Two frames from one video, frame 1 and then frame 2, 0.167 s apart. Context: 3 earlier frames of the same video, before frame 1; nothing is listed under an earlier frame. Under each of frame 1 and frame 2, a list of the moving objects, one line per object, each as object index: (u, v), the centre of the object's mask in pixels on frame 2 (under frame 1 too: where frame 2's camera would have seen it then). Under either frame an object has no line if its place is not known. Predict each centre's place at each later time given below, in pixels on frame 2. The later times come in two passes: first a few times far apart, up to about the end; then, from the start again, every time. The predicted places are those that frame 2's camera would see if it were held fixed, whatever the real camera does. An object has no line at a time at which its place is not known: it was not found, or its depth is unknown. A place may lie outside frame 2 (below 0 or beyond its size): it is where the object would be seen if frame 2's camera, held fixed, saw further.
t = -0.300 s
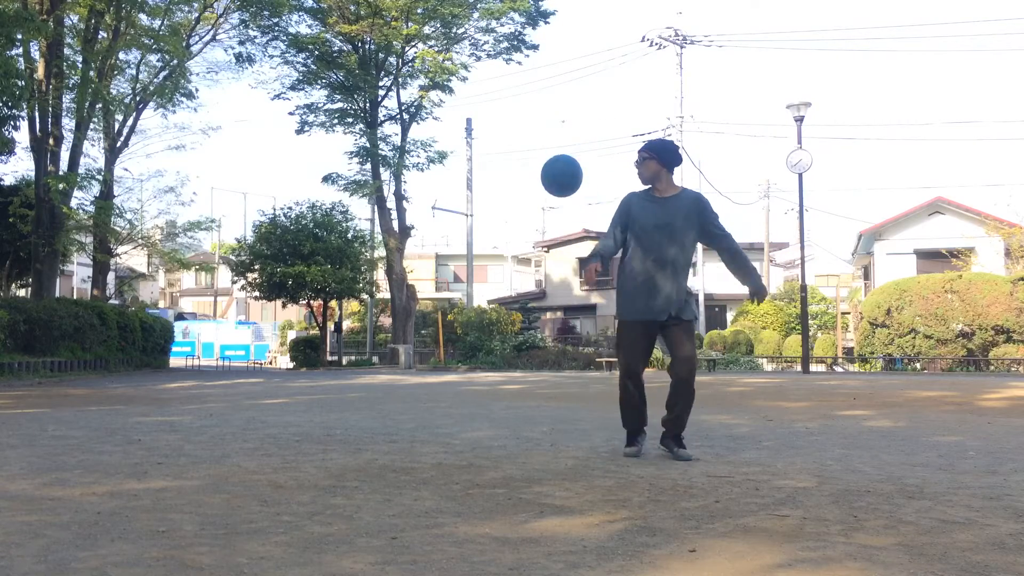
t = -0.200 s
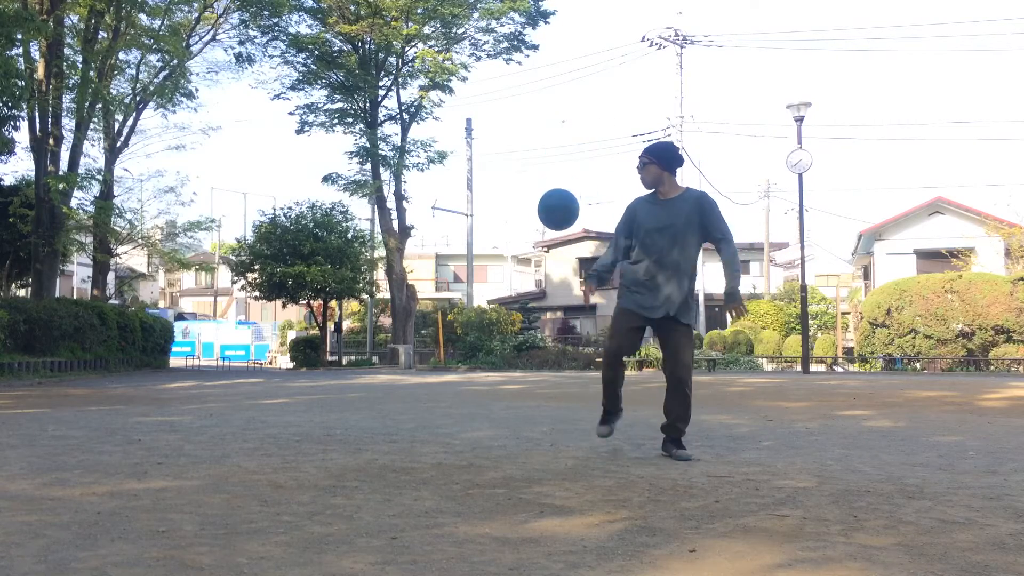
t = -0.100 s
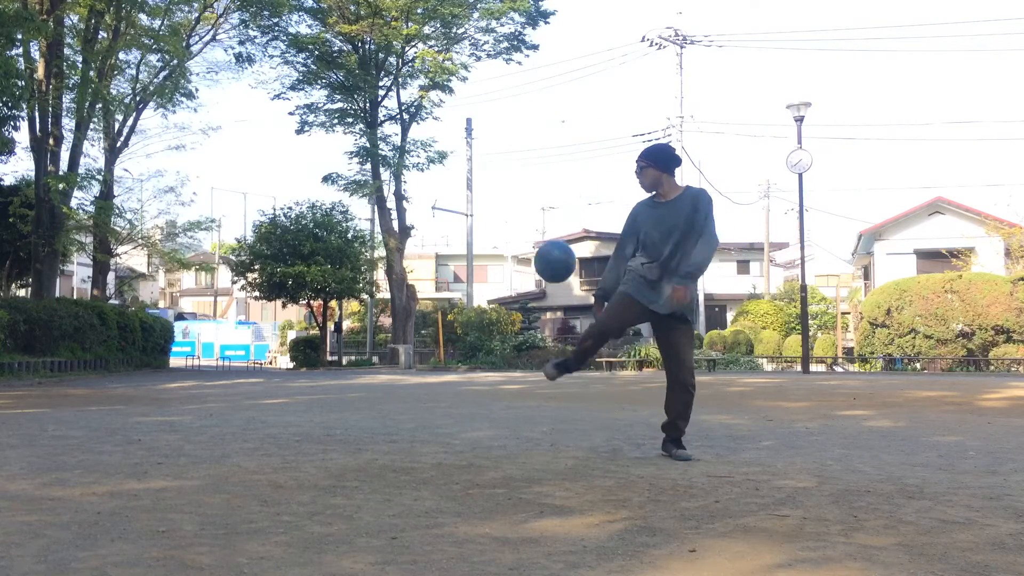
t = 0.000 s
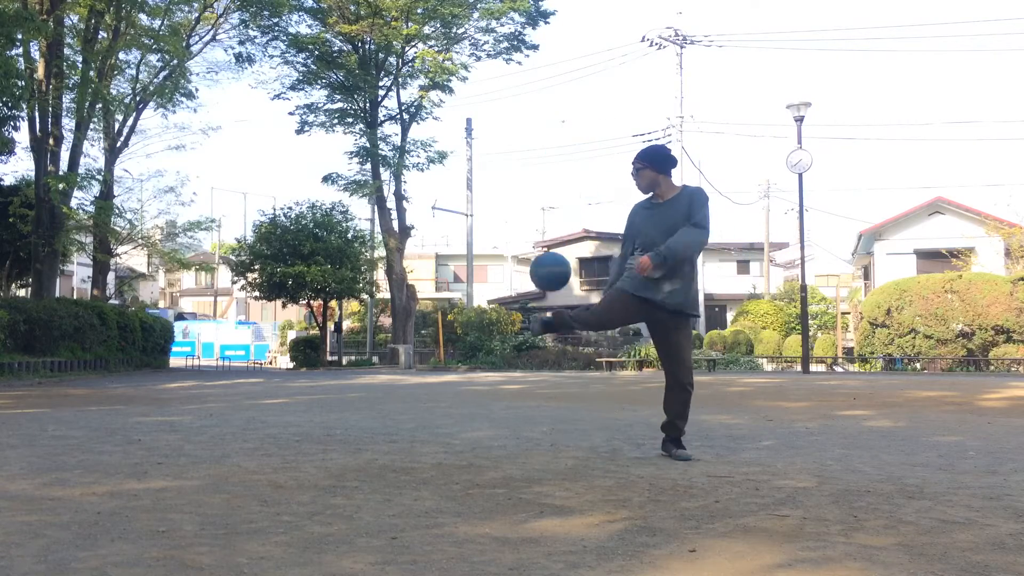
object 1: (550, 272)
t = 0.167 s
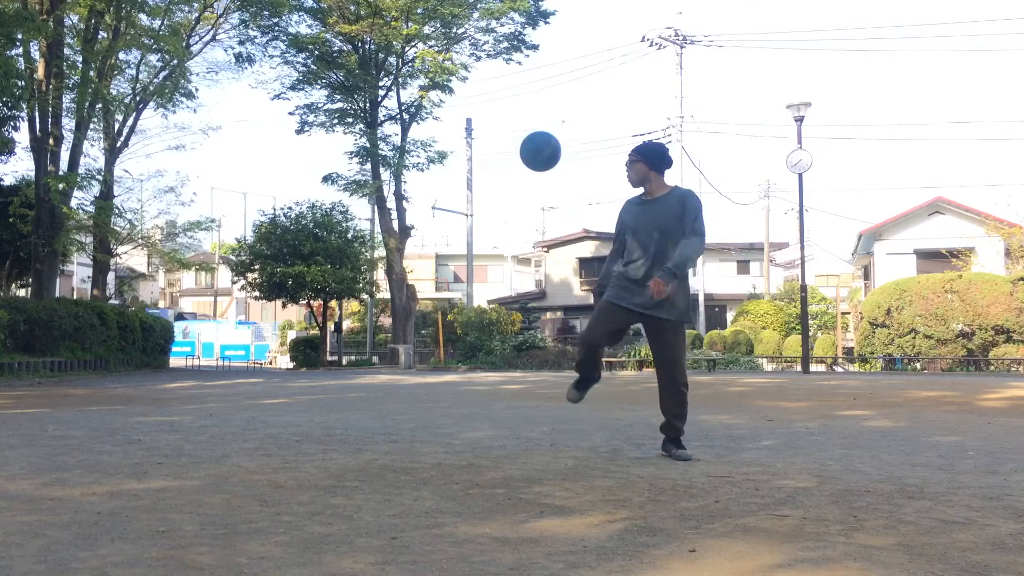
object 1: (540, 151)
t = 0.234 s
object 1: (537, 117)
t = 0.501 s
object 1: (524, 58)
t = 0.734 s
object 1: (514, 113)
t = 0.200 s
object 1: (538, 133)
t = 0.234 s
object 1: (537, 117)
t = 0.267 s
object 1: (535, 103)
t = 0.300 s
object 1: (533, 90)
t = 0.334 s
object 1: (531, 80)
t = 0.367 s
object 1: (530, 72)
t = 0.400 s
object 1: (528, 65)
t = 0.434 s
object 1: (527, 61)
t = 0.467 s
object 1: (525, 58)
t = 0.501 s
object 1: (524, 58)
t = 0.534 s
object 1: (522, 59)
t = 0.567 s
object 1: (521, 63)
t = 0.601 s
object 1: (519, 69)
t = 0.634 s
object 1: (518, 77)
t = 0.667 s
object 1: (516, 87)
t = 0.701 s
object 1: (515, 99)
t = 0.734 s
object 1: (514, 113)
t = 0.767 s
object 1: (512, 130)
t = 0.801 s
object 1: (511, 148)
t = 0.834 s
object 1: (509, 169)
